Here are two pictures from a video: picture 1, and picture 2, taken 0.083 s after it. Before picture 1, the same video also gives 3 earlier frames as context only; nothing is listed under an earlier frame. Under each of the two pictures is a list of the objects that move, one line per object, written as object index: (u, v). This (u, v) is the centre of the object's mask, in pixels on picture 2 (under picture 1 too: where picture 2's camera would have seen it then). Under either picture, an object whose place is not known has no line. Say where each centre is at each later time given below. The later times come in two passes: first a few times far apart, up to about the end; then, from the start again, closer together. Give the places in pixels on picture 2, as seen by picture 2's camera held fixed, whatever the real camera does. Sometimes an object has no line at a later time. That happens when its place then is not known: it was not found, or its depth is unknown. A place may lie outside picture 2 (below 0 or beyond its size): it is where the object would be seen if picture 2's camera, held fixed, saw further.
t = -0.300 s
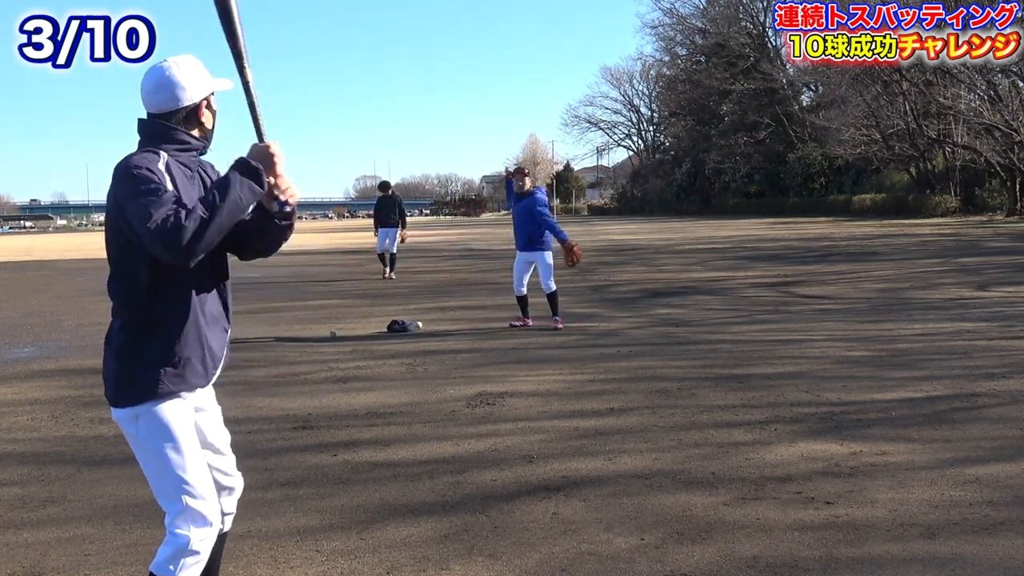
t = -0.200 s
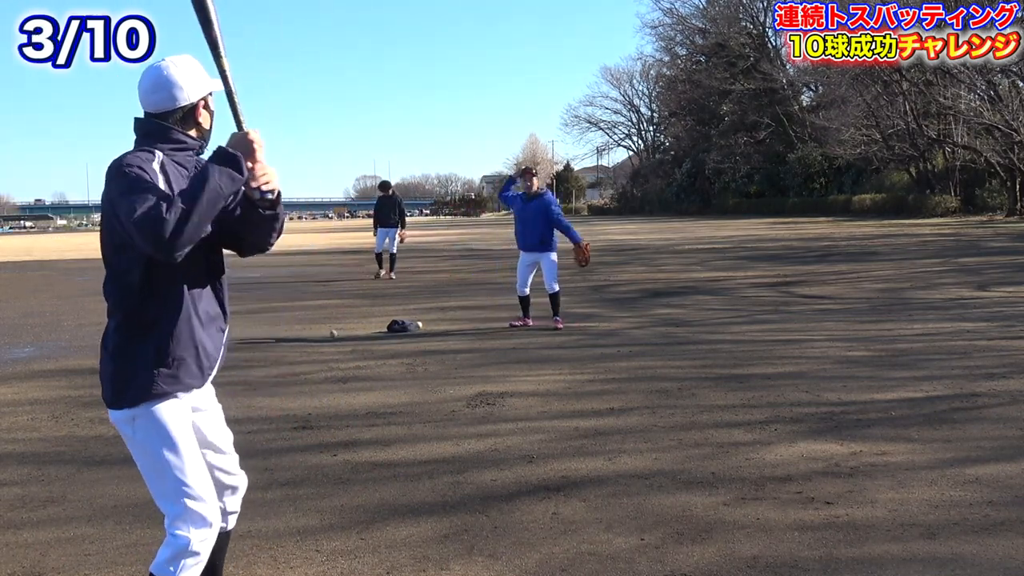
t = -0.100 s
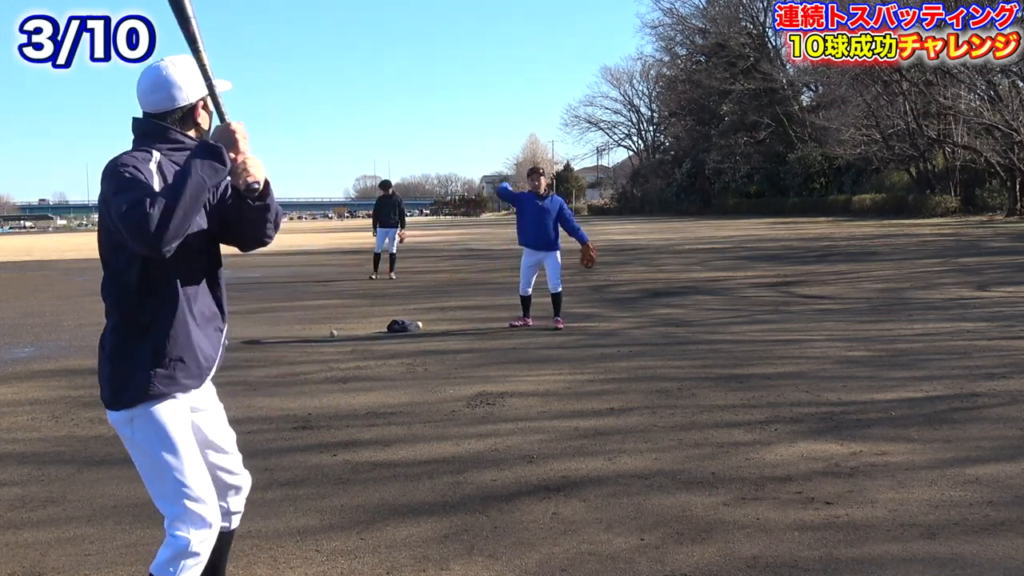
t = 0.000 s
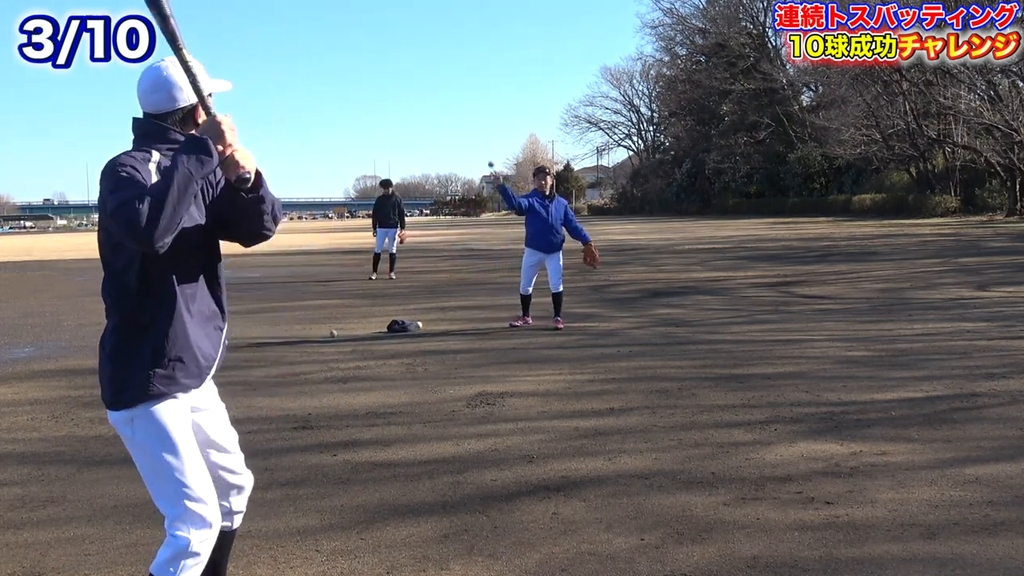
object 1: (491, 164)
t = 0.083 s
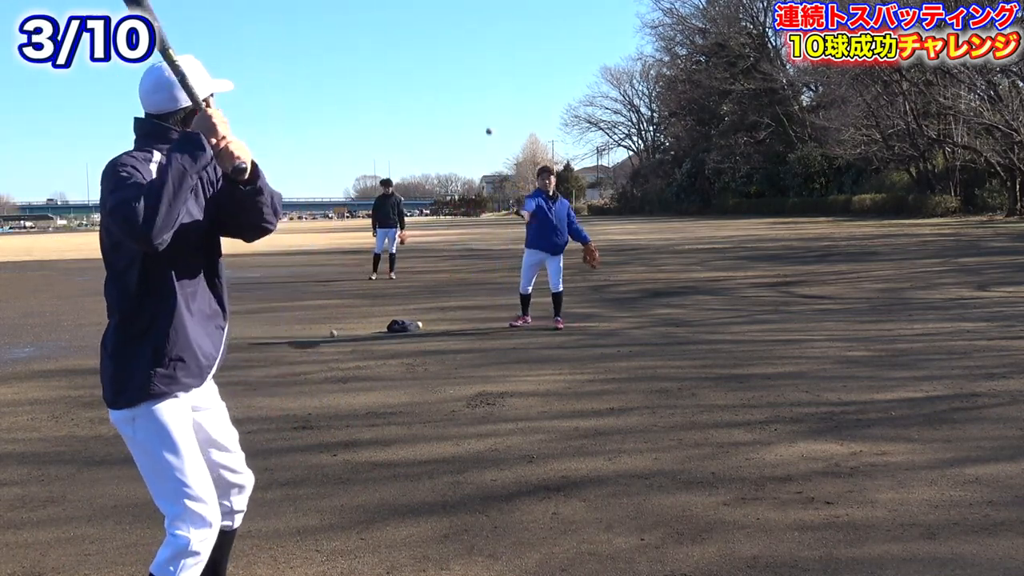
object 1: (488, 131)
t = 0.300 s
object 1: (484, 62)
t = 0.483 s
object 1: (481, 35)
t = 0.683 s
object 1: (479, 66)
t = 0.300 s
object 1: (484, 62)
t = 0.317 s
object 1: (484, 58)
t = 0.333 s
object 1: (484, 54)
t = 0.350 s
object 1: (484, 50)
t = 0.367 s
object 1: (483, 48)
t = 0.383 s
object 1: (483, 45)
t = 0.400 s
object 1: (483, 42)
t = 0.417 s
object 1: (483, 40)
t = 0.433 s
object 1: (482, 38)
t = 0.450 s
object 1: (482, 36)
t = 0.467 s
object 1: (482, 35)
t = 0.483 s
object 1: (481, 35)
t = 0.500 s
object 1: (481, 34)
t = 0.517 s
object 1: (481, 34)
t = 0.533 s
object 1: (481, 35)
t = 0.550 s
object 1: (480, 36)
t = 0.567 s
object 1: (480, 37)
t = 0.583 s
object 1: (480, 40)
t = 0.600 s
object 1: (480, 42)
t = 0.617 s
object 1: (479, 45)
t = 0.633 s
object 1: (479, 49)
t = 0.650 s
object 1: (479, 54)
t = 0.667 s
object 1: (479, 59)
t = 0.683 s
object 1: (479, 66)
